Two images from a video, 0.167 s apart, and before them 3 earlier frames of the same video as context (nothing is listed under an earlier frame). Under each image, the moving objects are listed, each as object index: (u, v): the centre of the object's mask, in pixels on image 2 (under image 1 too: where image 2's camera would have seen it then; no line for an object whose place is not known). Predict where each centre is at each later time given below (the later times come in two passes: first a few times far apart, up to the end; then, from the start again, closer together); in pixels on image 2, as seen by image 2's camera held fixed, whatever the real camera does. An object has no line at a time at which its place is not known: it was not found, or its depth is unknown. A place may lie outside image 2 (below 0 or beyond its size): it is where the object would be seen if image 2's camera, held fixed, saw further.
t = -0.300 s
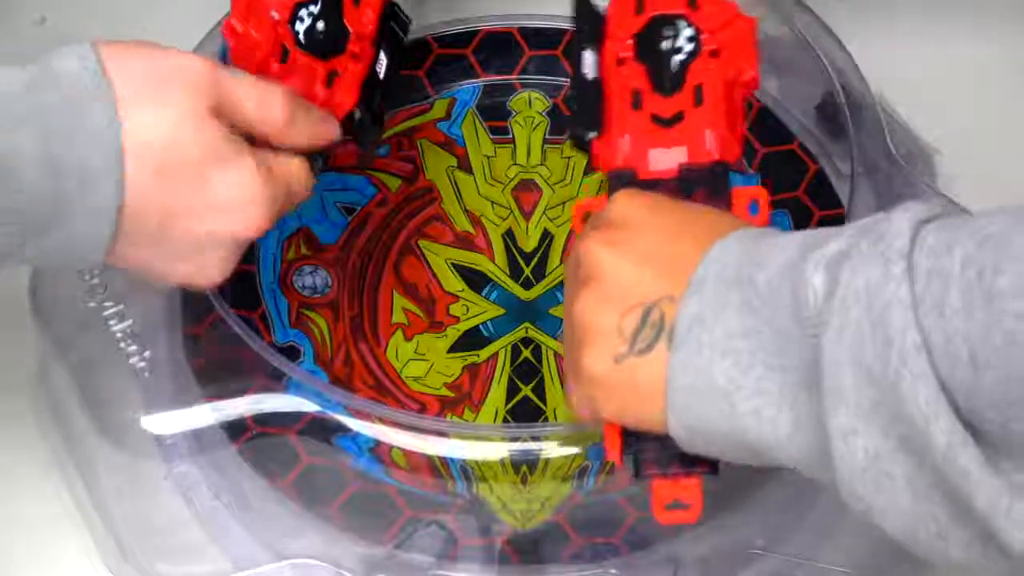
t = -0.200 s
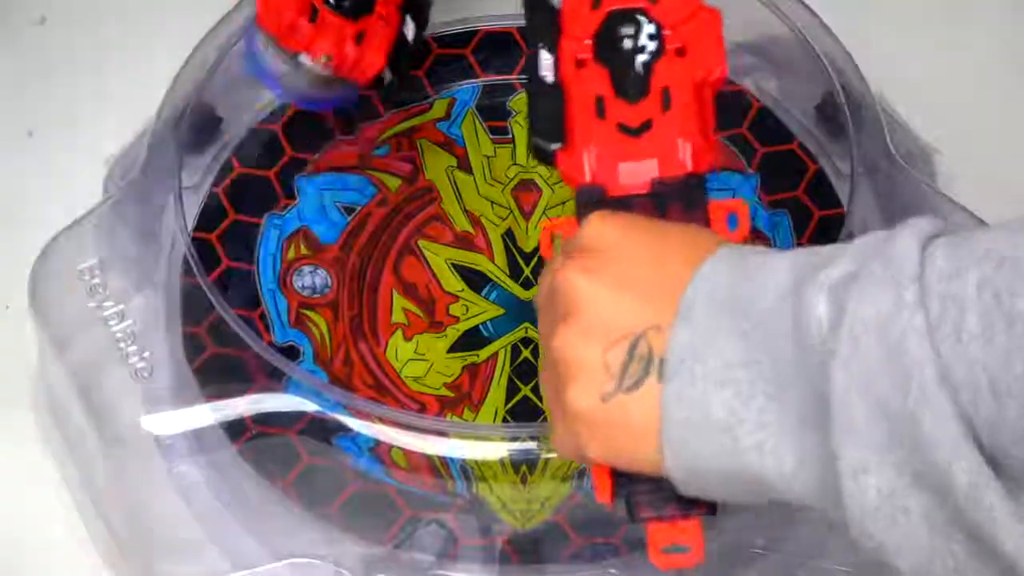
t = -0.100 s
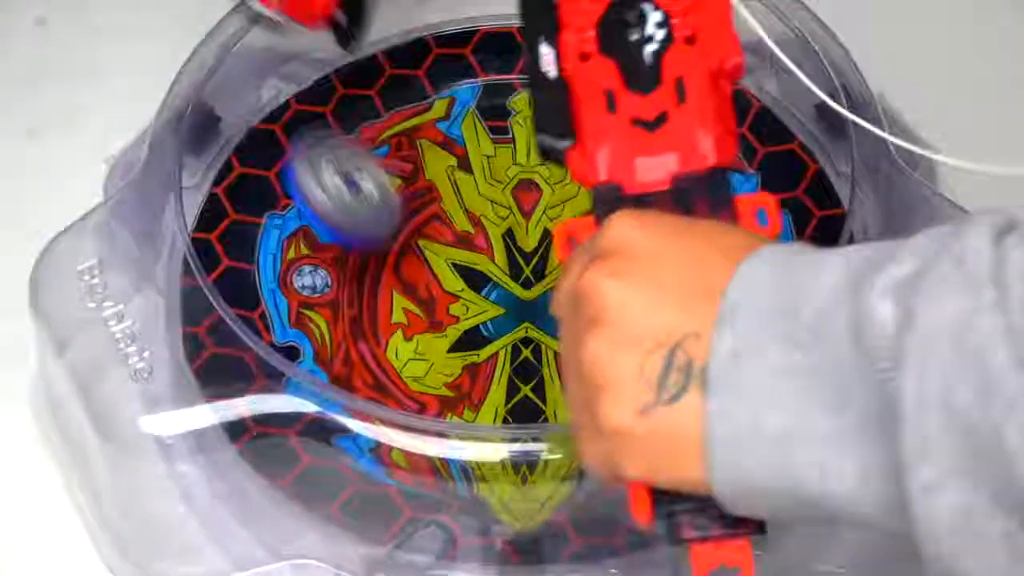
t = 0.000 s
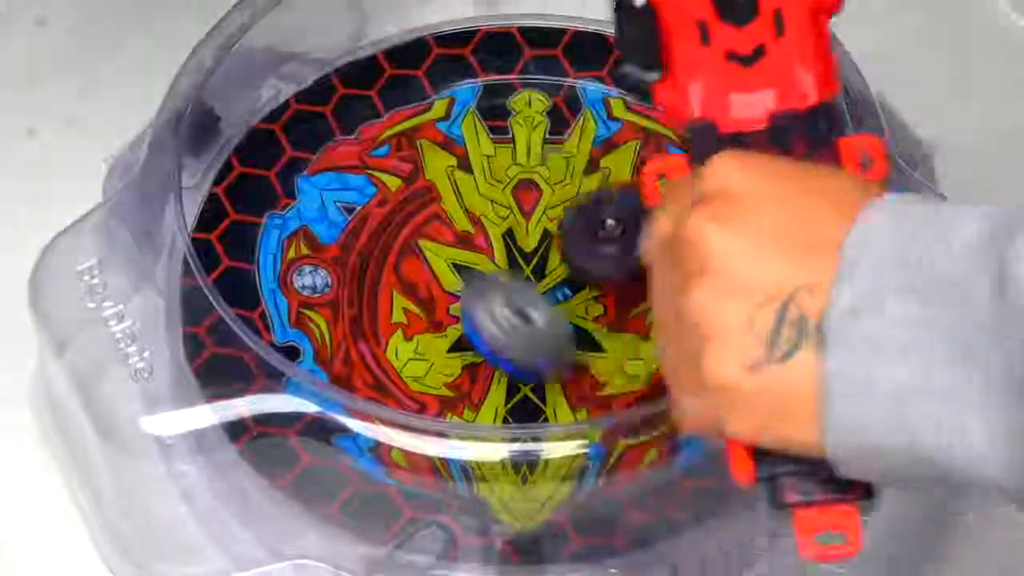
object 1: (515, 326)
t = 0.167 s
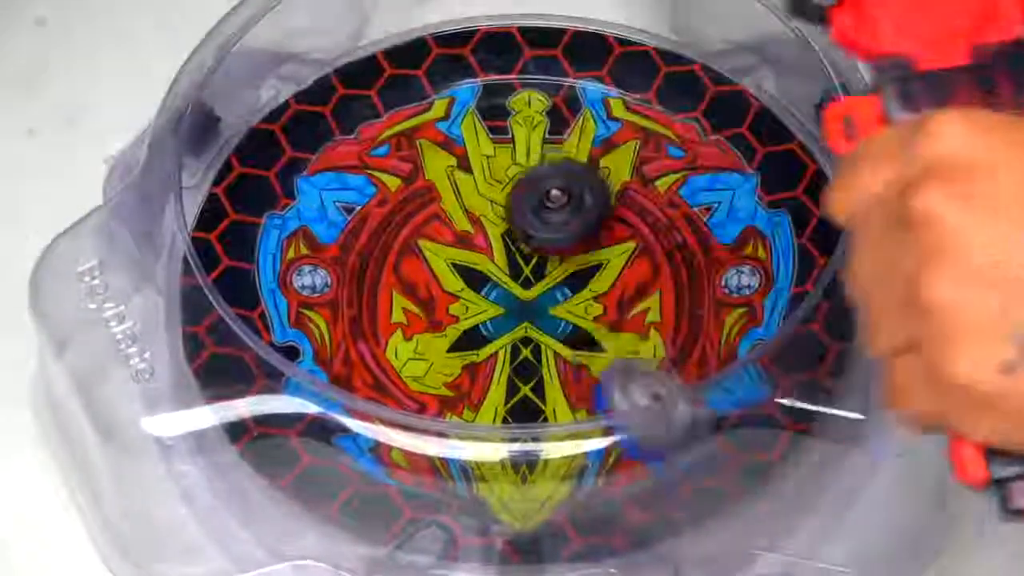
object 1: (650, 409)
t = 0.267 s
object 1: (565, 295)
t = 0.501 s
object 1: (523, 386)
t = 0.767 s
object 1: (504, 458)
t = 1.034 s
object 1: (525, 307)
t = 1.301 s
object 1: (619, 242)
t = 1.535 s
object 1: (668, 282)
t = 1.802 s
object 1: (658, 330)
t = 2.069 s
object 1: (614, 333)
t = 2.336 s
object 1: (640, 257)
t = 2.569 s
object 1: (687, 201)
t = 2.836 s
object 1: (691, 210)
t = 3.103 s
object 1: (634, 188)
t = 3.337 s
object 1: (619, 151)
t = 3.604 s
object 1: (518, 239)
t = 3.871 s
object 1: (356, 187)
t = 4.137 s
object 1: (420, 152)
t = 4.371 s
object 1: (526, 335)
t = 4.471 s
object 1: (501, 392)
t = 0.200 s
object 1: (625, 377)
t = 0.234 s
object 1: (603, 347)
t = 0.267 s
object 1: (565, 295)
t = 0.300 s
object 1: (547, 276)
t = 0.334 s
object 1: (540, 290)
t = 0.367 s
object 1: (535, 315)
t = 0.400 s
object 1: (531, 332)
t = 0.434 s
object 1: (529, 349)
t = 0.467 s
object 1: (525, 371)
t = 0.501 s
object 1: (523, 386)
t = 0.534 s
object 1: (518, 396)
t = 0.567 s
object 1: (519, 421)
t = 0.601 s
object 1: (512, 434)
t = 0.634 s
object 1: (518, 460)
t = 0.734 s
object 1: (507, 472)
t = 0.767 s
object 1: (504, 458)
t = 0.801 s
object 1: (496, 428)
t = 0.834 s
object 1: (491, 402)
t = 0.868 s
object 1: (494, 393)
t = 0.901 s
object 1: (498, 382)
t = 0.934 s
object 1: (504, 369)
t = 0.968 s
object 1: (512, 343)
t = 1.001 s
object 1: (518, 325)
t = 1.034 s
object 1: (525, 307)
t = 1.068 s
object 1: (539, 285)
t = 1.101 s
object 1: (551, 269)
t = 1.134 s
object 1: (562, 258)
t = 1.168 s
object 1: (577, 246)
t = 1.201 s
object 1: (587, 242)
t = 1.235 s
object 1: (594, 240)
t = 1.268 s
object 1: (609, 239)
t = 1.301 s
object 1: (619, 242)
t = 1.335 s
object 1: (626, 246)
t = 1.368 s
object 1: (635, 252)
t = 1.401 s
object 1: (642, 257)
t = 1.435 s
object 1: (651, 263)
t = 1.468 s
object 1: (659, 270)
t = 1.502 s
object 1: (665, 277)
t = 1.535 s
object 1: (668, 282)
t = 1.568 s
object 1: (673, 288)
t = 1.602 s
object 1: (675, 294)
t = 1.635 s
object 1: (676, 298)
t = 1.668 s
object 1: (673, 305)
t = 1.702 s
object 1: (673, 311)
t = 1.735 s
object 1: (671, 317)
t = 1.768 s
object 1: (664, 325)
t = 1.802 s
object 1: (658, 330)
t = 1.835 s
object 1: (654, 334)
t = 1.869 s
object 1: (644, 339)
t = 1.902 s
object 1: (638, 342)
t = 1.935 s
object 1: (632, 343)
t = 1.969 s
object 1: (625, 344)
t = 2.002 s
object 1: (620, 341)
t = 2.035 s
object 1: (615, 339)
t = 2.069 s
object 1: (614, 333)
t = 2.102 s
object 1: (613, 328)
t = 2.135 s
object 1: (613, 321)
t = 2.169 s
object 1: (611, 311)
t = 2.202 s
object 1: (617, 302)
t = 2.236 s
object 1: (621, 292)
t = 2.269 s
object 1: (630, 278)
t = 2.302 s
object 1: (634, 268)
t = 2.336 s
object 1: (640, 257)
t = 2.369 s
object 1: (649, 245)
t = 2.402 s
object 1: (655, 237)
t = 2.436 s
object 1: (660, 228)
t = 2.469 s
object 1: (668, 219)
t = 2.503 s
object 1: (675, 211)
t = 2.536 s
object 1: (679, 206)
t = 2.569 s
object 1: (687, 201)
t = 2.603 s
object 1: (689, 199)
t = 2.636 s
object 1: (694, 198)
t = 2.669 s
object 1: (696, 197)
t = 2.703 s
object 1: (697, 198)
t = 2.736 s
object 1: (699, 200)
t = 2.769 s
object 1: (697, 204)
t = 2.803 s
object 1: (695, 205)
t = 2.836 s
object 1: (691, 210)
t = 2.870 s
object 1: (687, 212)
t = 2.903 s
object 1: (683, 213)
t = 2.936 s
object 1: (677, 214)
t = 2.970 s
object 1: (669, 211)
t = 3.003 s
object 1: (663, 206)
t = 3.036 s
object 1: (651, 201)
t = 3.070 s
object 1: (642, 193)
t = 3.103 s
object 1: (634, 188)
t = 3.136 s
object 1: (626, 180)
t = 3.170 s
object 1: (621, 175)
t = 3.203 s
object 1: (619, 168)
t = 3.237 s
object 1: (616, 161)
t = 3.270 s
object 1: (616, 154)
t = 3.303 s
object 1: (619, 151)
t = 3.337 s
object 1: (619, 151)
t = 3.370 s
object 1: (623, 155)
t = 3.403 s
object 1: (622, 163)
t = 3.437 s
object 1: (617, 177)
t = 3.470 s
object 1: (604, 193)
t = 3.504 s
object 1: (590, 207)
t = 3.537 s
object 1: (561, 224)
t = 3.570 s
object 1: (541, 232)
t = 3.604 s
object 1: (518, 239)
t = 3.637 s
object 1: (485, 245)
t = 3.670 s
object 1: (461, 245)
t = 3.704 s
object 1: (438, 243)
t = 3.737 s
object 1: (411, 235)
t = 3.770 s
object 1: (395, 227)
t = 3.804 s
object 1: (381, 217)
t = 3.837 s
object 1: (363, 202)
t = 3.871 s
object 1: (356, 187)
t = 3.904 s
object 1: (346, 174)
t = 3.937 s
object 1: (341, 153)
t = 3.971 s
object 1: (346, 139)
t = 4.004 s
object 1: (353, 127)
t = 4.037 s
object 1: (371, 126)
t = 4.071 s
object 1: (385, 127)
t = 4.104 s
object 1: (402, 135)
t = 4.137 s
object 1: (420, 152)
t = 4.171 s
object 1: (440, 170)
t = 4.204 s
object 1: (461, 191)
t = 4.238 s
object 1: (488, 224)
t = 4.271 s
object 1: (504, 250)
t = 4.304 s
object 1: (515, 277)
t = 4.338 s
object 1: (524, 311)
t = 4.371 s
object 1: (526, 335)
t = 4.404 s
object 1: (524, 356)
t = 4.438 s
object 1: (514, 378)
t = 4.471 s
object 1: (501, 392)
